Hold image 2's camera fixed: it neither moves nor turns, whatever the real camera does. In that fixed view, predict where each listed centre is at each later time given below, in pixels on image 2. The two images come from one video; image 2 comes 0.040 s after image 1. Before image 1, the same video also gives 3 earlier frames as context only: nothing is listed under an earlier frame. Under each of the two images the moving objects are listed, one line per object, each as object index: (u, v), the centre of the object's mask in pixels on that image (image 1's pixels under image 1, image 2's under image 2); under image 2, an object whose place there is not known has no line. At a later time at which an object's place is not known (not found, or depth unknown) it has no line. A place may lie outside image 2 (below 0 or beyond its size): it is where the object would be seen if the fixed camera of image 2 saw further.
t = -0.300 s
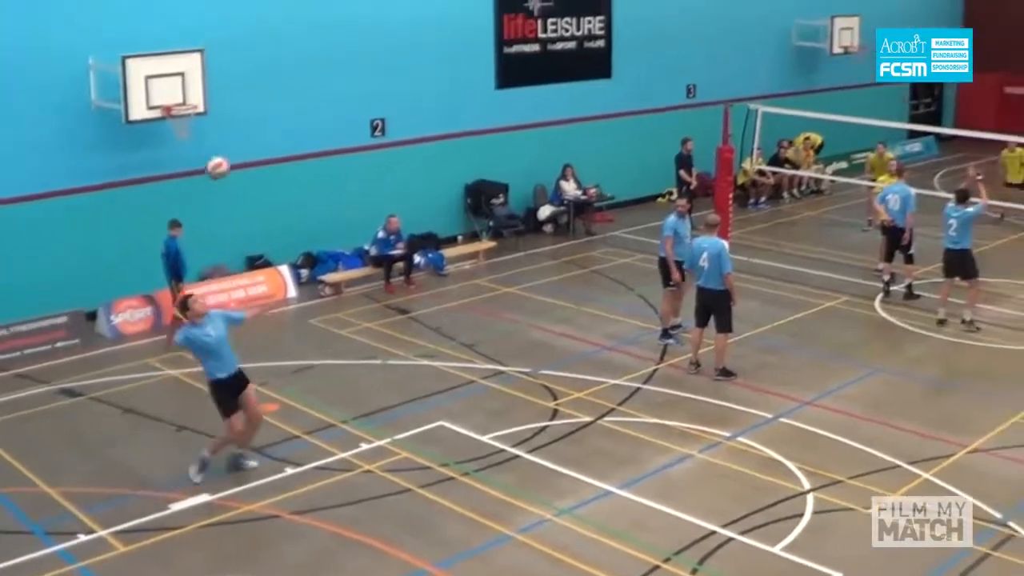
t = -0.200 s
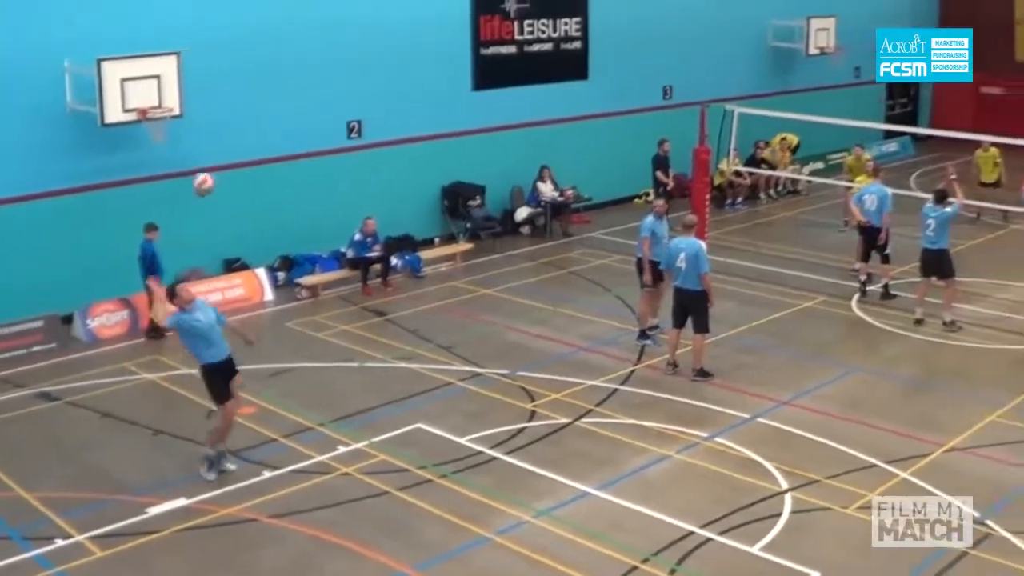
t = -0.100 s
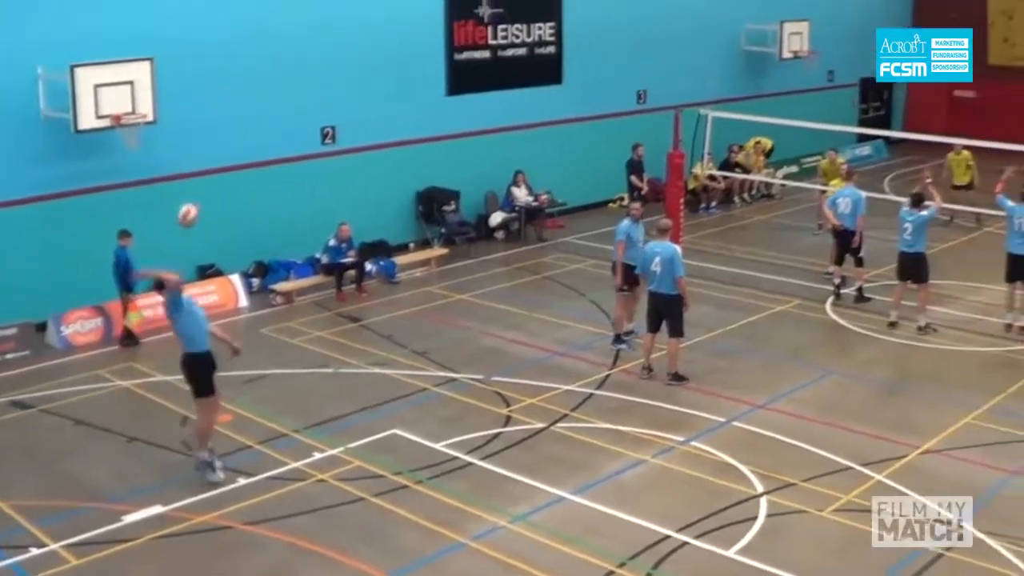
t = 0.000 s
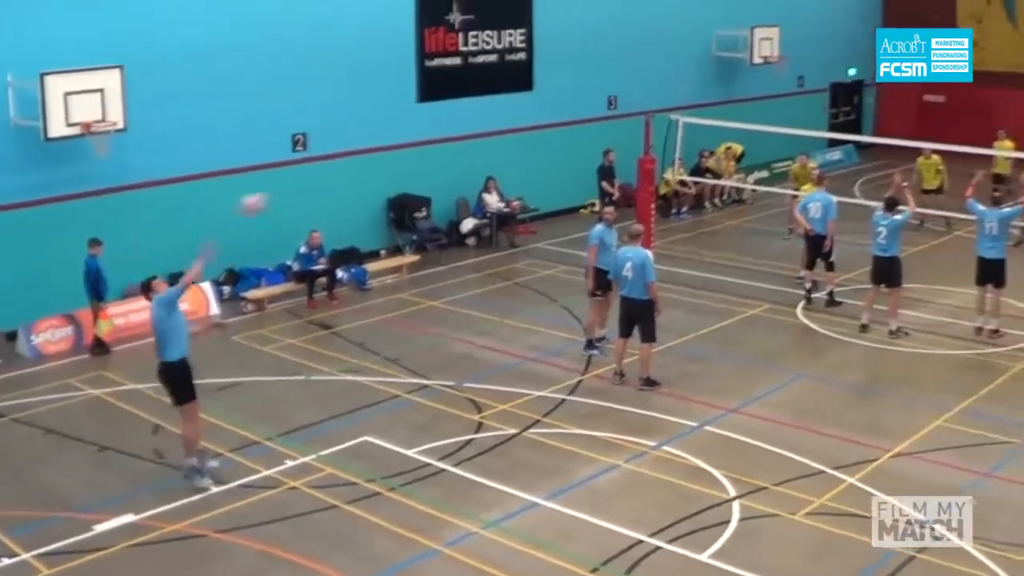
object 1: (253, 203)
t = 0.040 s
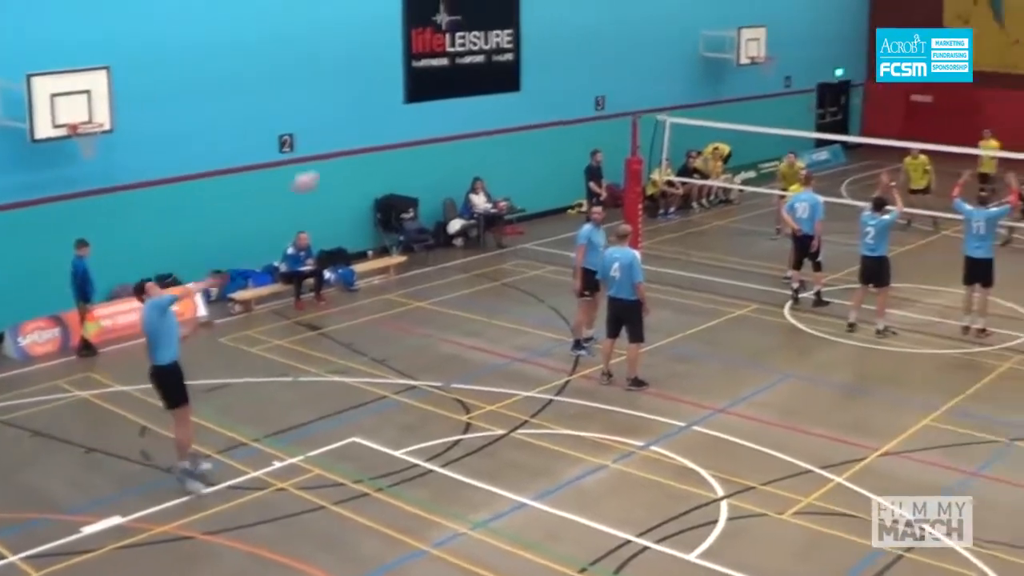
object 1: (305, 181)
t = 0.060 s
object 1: (337, 171)
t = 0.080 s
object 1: (366, 162)
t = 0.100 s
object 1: (394, 153)
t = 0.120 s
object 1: (422, 144)
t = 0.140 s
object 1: (450, 138)
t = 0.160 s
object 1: (477, 131)
